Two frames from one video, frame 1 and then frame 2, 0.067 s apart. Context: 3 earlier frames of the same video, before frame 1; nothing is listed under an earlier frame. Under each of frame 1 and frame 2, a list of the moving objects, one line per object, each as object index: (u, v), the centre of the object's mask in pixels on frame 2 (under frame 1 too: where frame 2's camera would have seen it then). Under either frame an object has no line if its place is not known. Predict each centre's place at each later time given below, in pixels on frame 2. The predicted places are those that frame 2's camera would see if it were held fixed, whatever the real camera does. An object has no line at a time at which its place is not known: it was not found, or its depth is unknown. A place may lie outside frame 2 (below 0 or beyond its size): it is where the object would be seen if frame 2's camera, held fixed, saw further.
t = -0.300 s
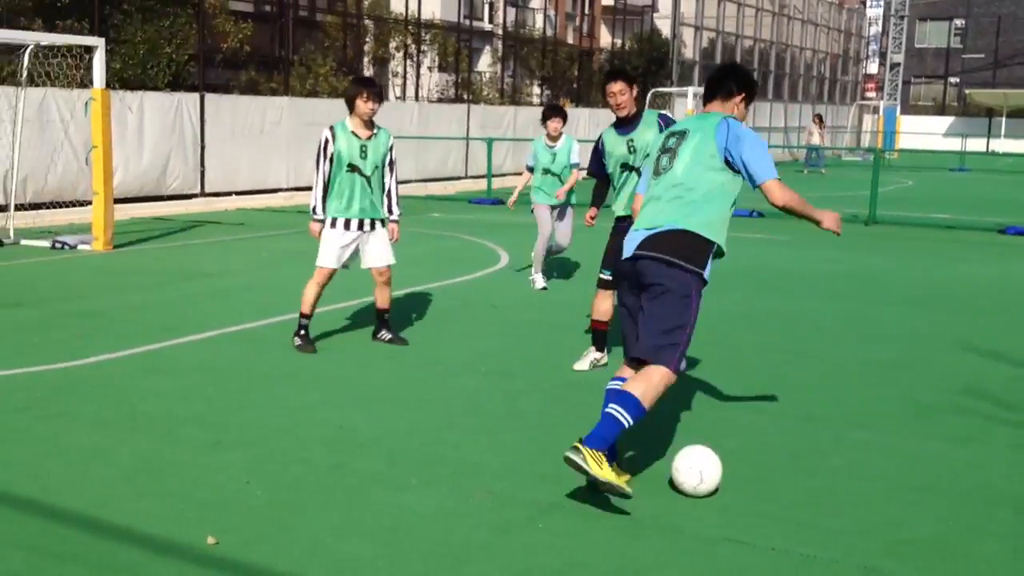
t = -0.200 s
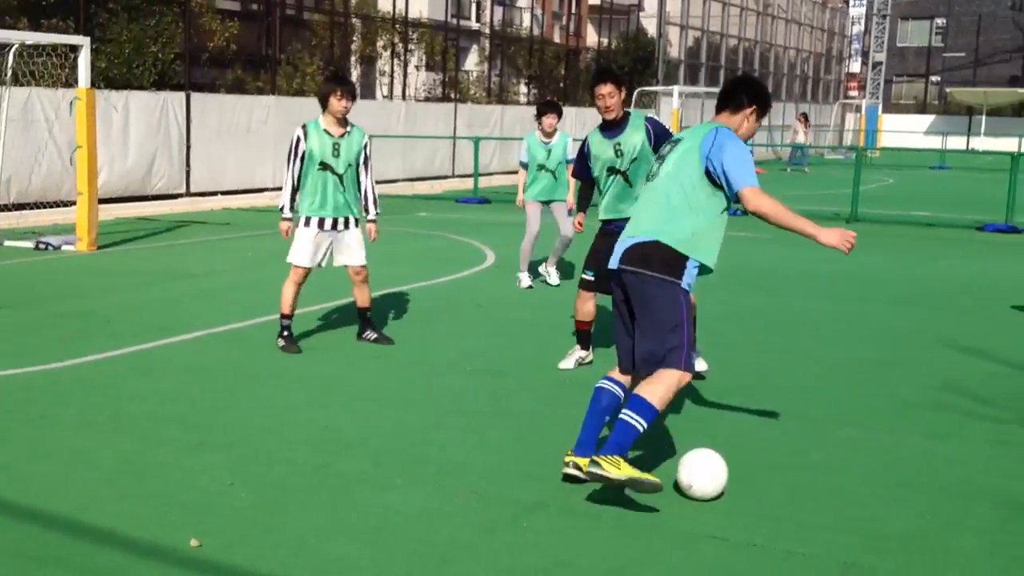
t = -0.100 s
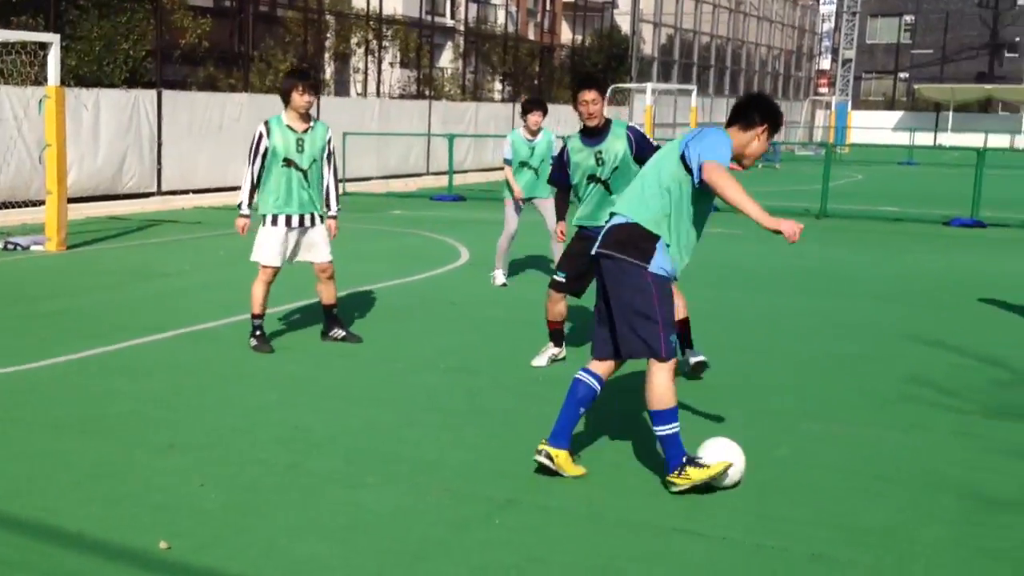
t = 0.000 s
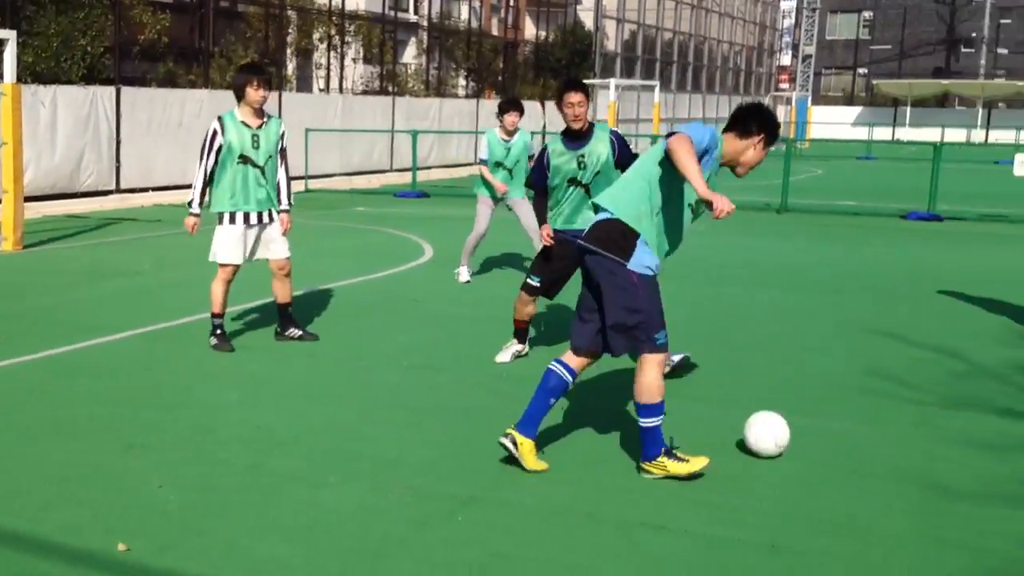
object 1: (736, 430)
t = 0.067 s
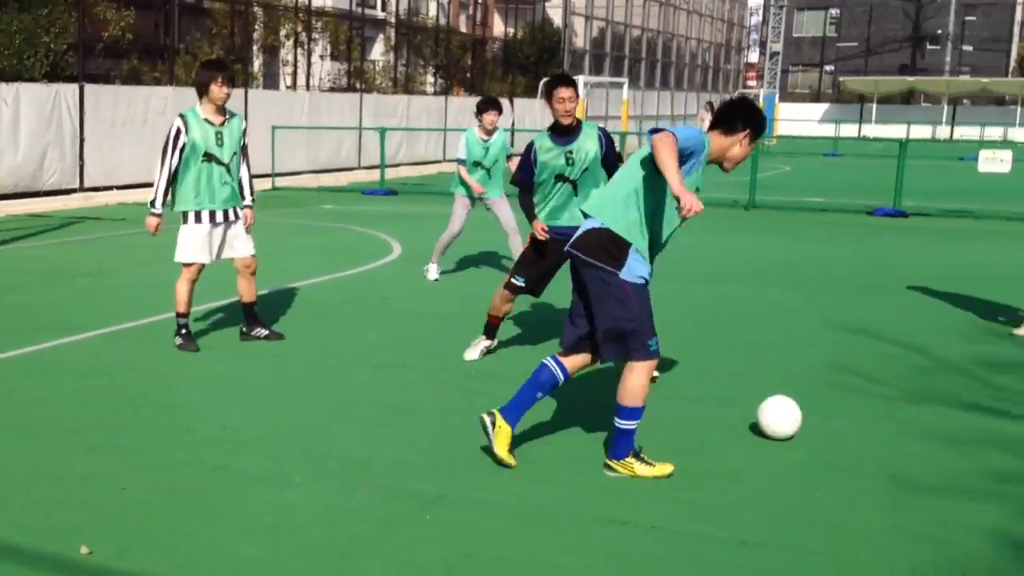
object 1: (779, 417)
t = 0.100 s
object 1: (799, 411)
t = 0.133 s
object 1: (818, 405)
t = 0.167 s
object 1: (835, 401)
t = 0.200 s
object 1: (849, 396)
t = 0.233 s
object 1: (864, 390)
